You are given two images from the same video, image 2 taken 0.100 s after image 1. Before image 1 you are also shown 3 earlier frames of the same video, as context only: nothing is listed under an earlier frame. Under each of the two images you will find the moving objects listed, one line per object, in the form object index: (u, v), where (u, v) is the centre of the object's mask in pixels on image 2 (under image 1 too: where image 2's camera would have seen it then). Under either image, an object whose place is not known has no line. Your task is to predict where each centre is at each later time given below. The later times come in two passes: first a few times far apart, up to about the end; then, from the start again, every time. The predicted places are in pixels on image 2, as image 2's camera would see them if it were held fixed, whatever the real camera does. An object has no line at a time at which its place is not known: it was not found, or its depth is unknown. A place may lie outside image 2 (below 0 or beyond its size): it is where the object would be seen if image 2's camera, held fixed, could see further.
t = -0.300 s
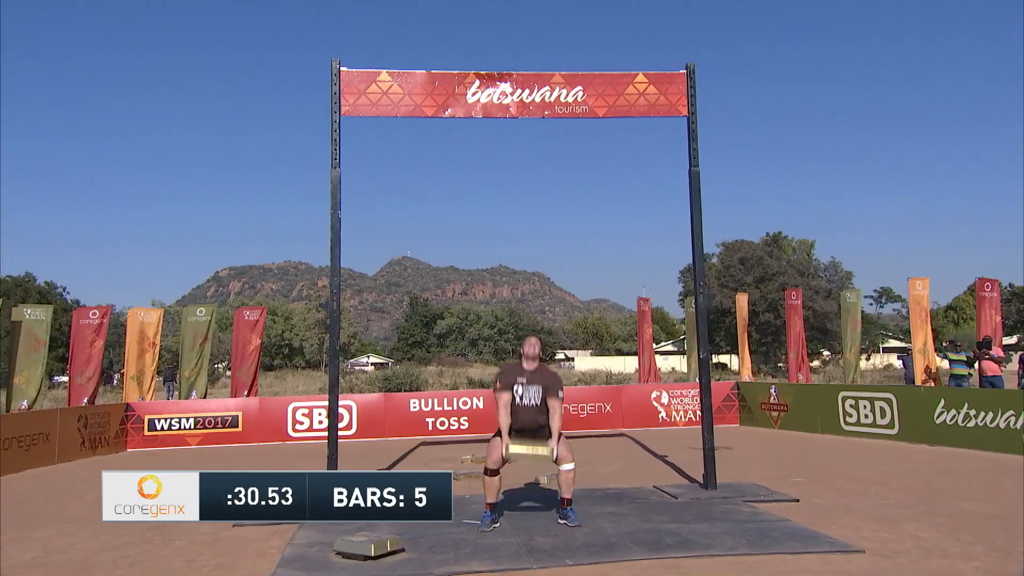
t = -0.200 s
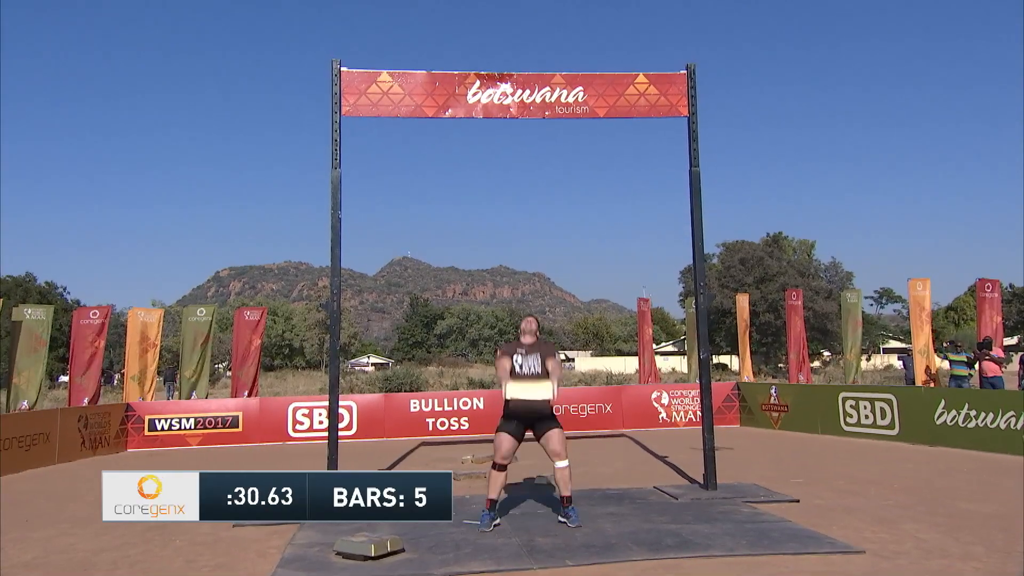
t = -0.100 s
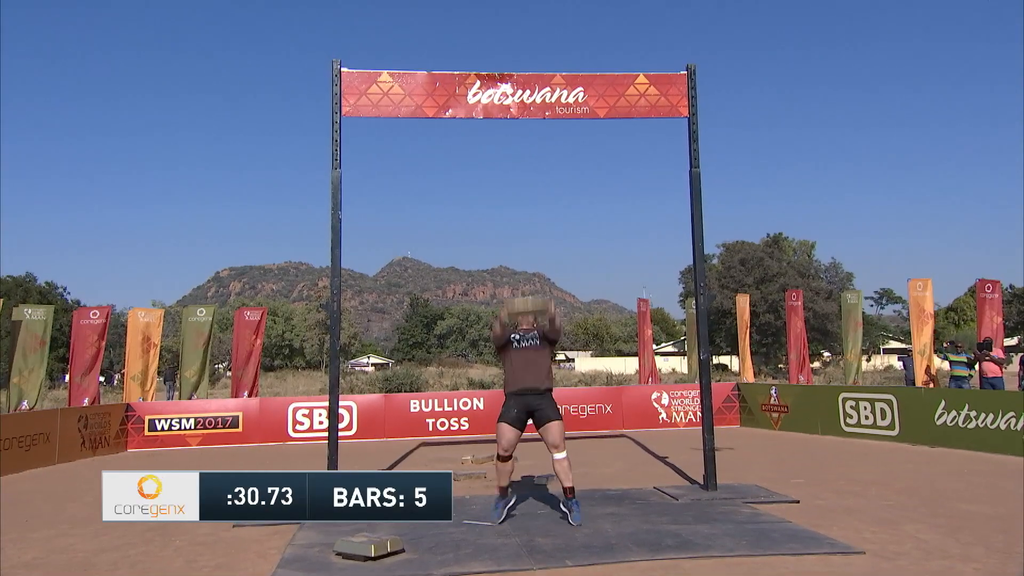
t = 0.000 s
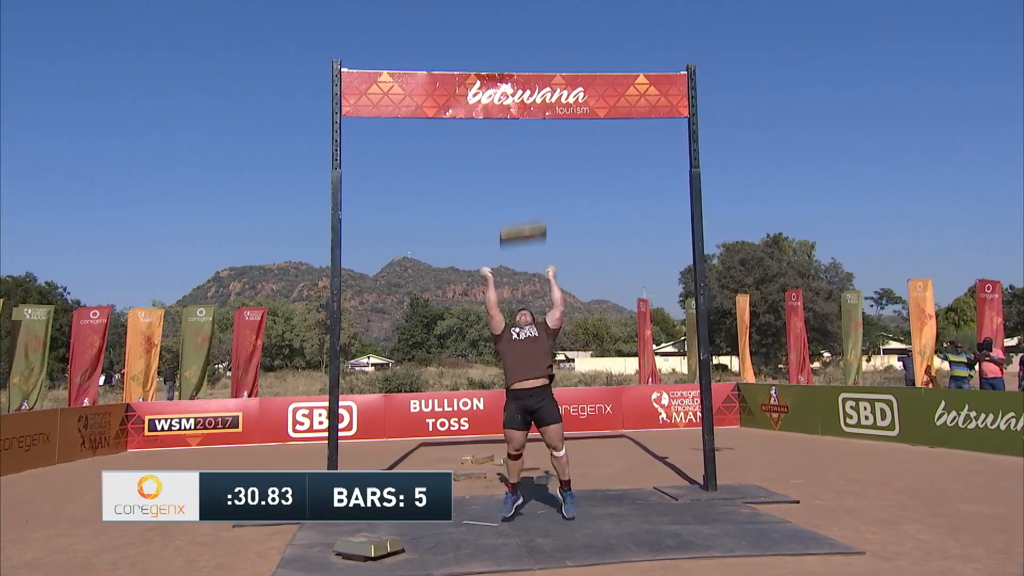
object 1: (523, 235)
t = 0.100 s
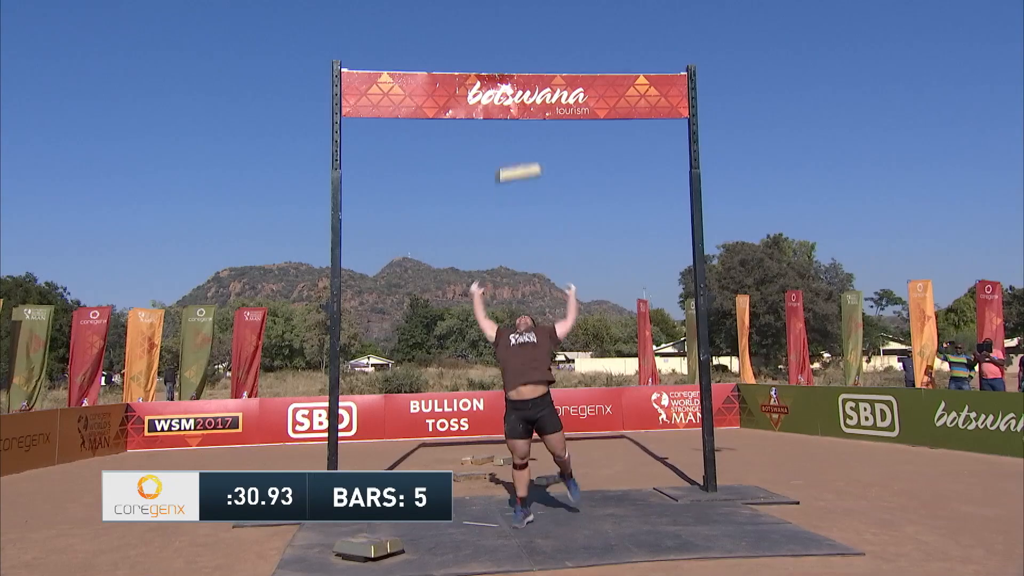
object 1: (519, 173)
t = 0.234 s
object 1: (513, 113)
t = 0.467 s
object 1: (505, 57)
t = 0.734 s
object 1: (497, 59)
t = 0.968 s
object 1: (497, 72)
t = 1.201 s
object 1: (498, 98)
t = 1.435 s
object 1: (500, 175)
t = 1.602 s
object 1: (504, 266)
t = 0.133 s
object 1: (517, 156)
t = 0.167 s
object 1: (515, 141)
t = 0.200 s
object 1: (514, 127)
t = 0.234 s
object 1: (513, 113)
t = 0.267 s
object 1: (511, 102)
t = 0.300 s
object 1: (510, 91)
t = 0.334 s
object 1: (509, 81)
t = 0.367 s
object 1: (507, 74)
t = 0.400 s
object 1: (506, 67)
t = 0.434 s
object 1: (505, 61)
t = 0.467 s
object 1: (505, 57)
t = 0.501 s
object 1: (504, 54)
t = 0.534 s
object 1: (503, 52)
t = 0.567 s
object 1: (502, 51)
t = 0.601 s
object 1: (501, 51)
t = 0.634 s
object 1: (500, 51)
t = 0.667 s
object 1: (499, 53)
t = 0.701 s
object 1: (498, 56)
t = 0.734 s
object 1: (497, 59)
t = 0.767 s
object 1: (497, 62)
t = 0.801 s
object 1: (496, 67)
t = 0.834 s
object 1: (496, 71)
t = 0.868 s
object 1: (496, 73)
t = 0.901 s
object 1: (496, 72)
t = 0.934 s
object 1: (496, 72)
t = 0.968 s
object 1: (497, 72)
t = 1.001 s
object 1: (496, 72)
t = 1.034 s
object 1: (497, 74)
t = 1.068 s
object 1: (497, 77)
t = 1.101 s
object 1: (497, 81)
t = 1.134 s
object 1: (498, 86)
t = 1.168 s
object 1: (498, 91)
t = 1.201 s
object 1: (498, 98)
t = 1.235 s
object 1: (498, 107)
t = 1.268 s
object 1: (499, 117)
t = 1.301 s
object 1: (499, 126)
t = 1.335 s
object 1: (499, 137)
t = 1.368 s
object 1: (500, 149)
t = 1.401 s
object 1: (500, 161)
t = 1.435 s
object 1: (500, 175)
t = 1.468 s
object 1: (501, 190)
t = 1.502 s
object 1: (501, 207)
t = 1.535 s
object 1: (501, 227)
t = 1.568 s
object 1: (503, 246)
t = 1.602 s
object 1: (504, 266)
